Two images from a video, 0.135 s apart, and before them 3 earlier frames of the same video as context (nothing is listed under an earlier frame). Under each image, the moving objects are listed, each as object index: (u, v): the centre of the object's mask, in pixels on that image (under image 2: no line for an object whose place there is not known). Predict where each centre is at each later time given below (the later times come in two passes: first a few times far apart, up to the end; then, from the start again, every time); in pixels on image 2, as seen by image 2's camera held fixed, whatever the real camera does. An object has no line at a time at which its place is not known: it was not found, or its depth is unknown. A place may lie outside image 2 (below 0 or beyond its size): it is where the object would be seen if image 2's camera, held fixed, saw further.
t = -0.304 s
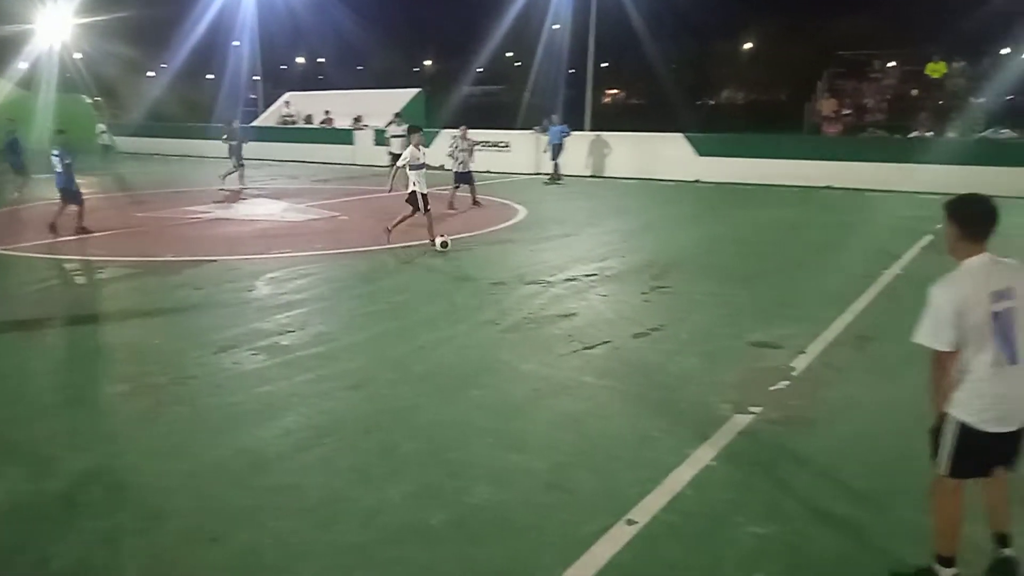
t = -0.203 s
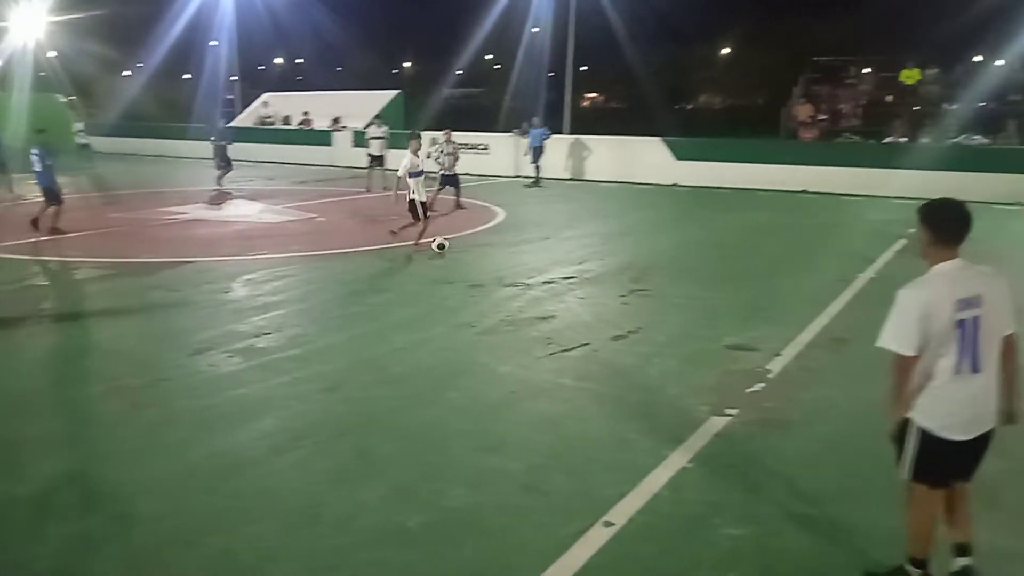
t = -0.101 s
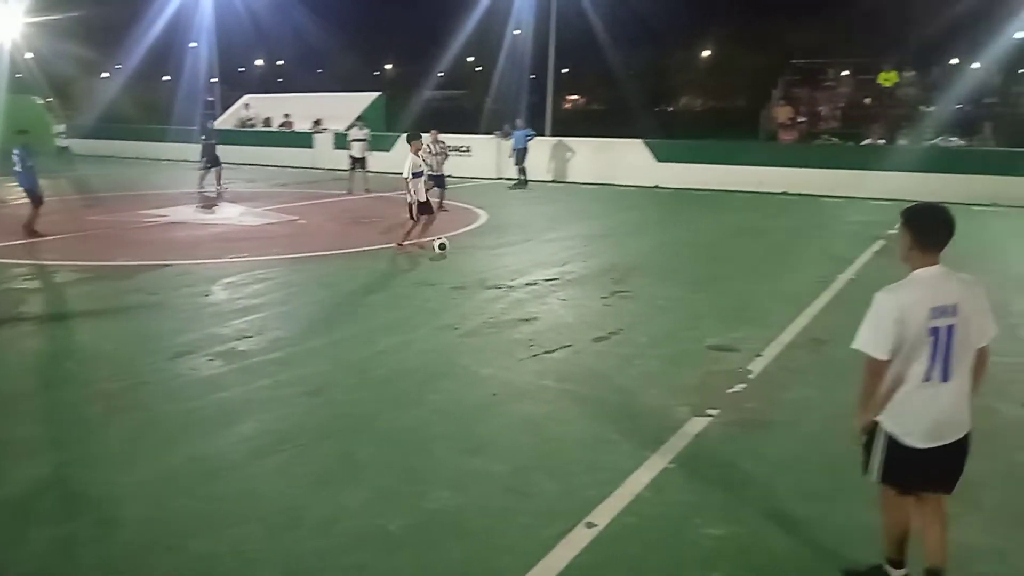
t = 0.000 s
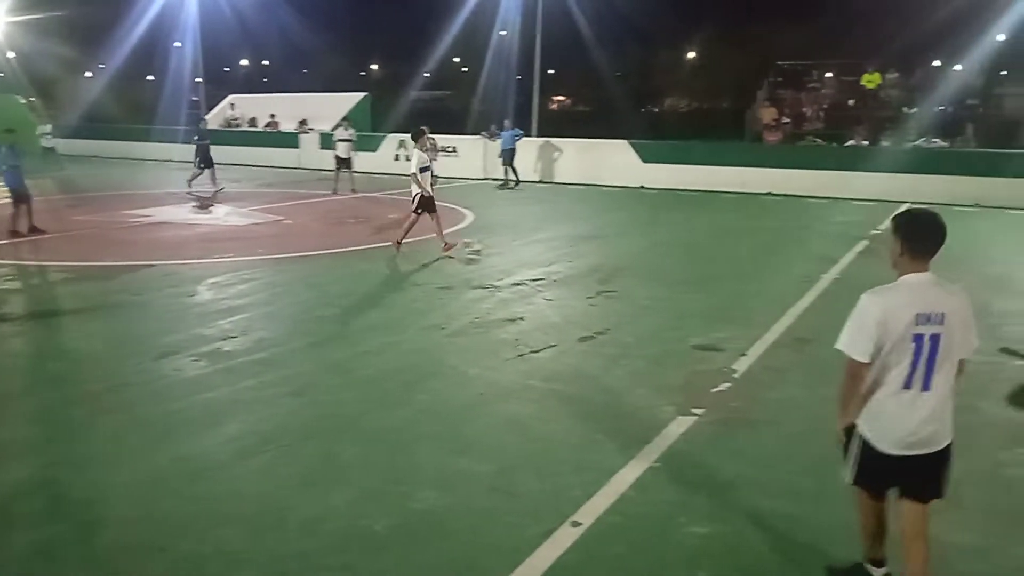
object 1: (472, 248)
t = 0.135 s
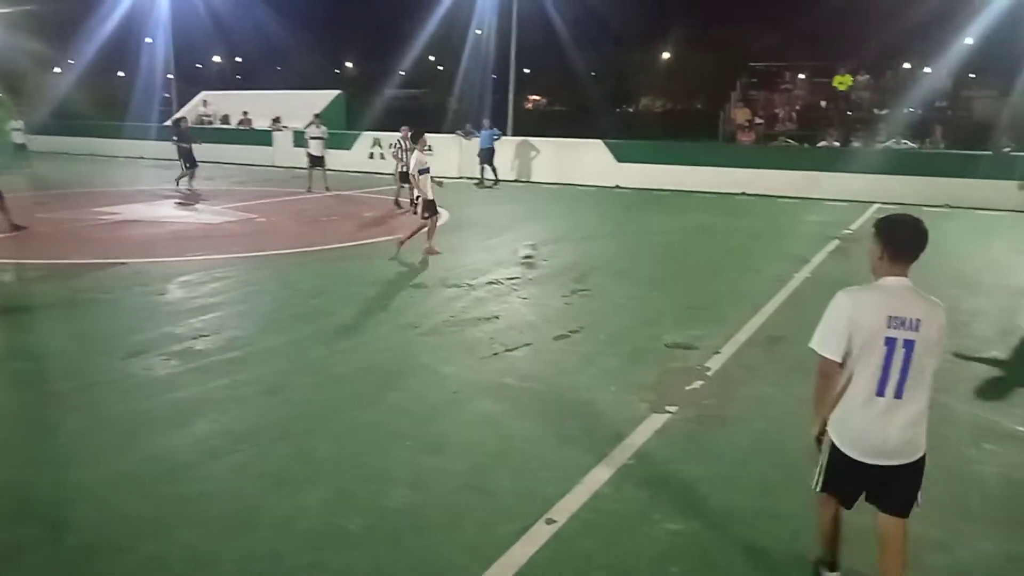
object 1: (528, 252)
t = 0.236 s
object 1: (587, 256)
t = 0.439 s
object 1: (699, 264)
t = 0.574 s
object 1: (767, 269)
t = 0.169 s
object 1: (546, 253)
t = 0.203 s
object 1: (566, 253)
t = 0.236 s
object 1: (587, 256)
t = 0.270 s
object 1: (606, 258)
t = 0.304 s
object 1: (625, 259)
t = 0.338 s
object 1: (645, 260)
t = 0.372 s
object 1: (663, 262)
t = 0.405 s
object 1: (680, 263)
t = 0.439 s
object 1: (699, 264)
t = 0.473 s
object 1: (716, 265)
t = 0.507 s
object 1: (734, 266)
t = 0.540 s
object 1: (751, 268)
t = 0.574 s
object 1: (767, 269)
